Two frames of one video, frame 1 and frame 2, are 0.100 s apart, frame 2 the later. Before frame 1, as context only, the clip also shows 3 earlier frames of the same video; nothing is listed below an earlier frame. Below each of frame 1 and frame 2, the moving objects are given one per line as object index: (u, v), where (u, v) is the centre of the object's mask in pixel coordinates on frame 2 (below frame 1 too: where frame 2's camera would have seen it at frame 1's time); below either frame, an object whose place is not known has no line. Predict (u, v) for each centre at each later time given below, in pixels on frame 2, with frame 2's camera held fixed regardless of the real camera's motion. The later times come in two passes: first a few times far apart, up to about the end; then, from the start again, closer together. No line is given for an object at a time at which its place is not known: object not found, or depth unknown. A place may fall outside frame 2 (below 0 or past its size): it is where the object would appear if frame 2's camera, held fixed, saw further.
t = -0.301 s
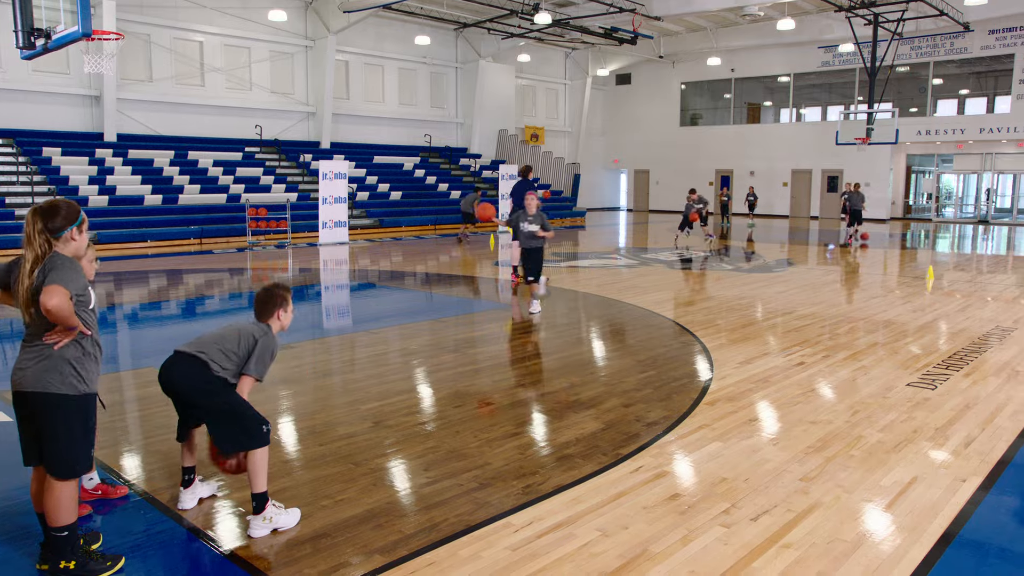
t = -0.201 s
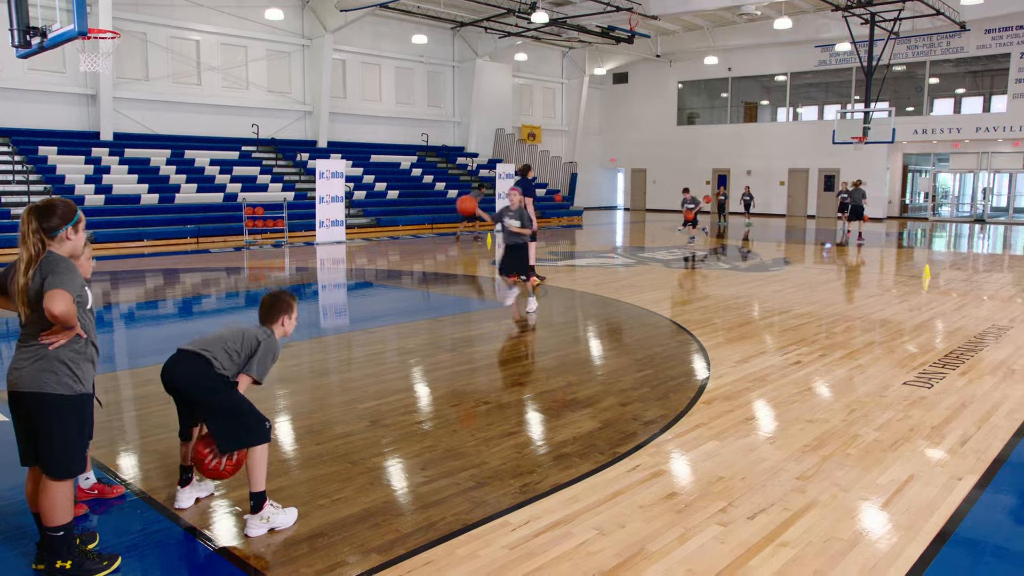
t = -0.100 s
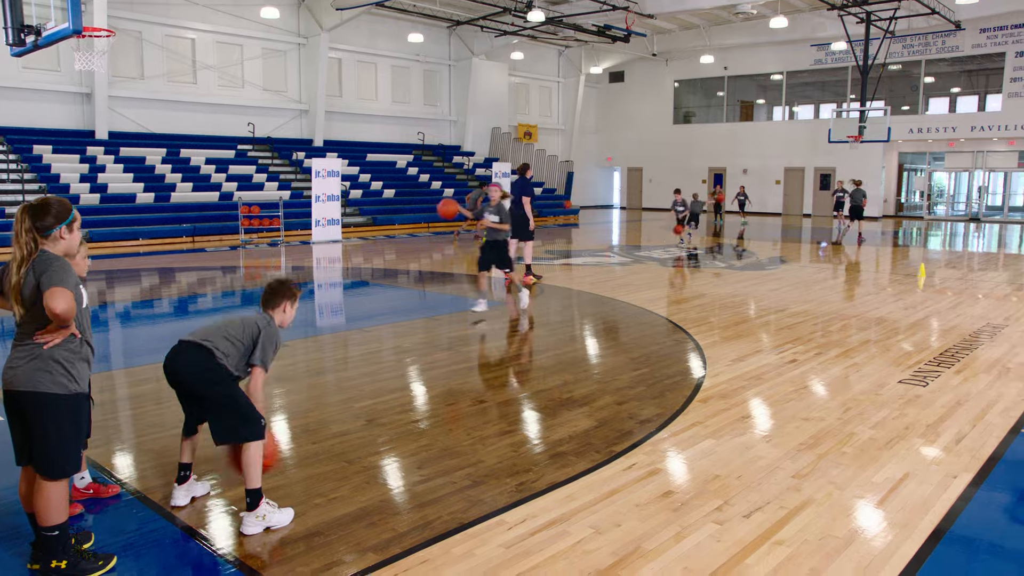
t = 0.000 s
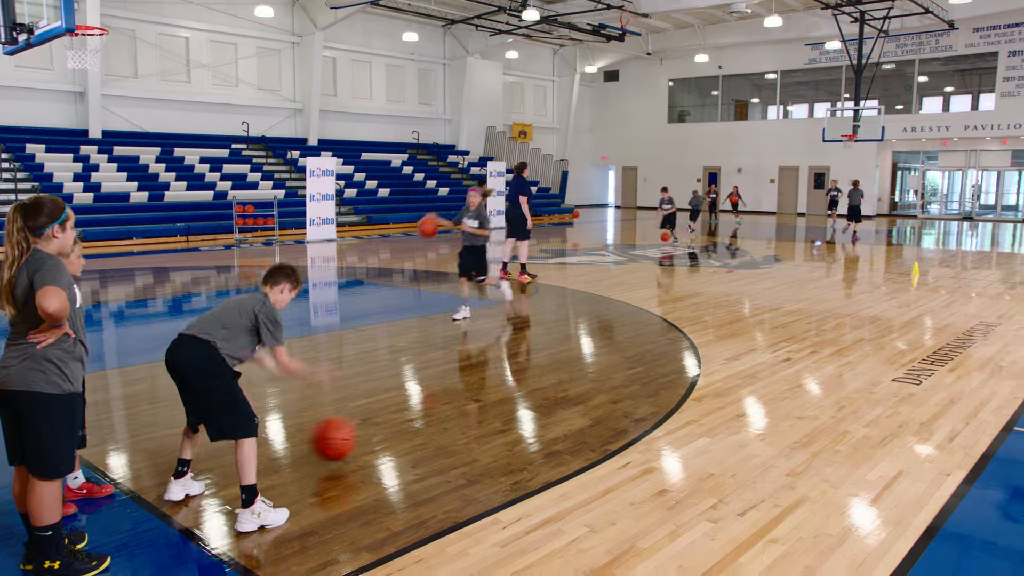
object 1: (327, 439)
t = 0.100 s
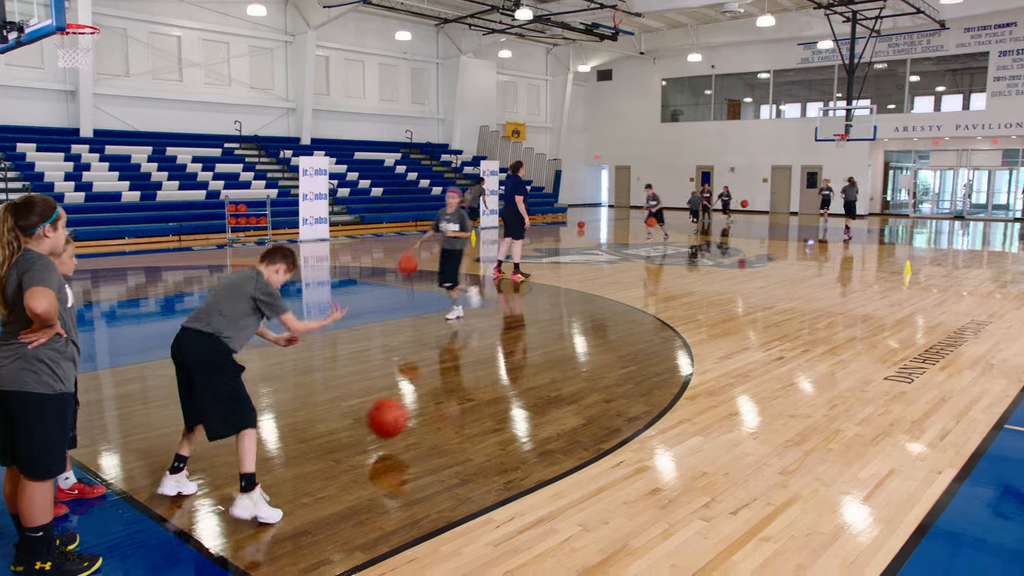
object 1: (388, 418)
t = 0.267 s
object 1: (462, 397)
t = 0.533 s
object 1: (557, 374)
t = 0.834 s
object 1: (637, 348)
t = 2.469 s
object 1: (866, 293)
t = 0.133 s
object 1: (403, 410)
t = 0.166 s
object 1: (420, 404)
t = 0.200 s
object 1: (434, 399)
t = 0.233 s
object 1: (448, 397)
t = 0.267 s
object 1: (462, 397)
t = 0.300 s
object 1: (475, 397)
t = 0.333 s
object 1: (488, 395)
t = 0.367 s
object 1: (501, 388)
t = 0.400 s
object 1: (513, 381)
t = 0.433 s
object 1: (525, 377)
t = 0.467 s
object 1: (536, 375)
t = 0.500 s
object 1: (546, 373)
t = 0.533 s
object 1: (557, 374)
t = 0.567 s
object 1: (567, 372)
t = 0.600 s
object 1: (576, 366)
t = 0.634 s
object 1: (586, 362)
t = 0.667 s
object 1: (596, 360)
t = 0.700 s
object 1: (604, 358)
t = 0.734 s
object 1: (613, 359)
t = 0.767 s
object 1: (621, 355)
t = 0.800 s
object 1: (629, 350)
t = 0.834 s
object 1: (637, 348)
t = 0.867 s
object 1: (644, 346)
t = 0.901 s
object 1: (652, 346)
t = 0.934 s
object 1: (659, 344)
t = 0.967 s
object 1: (666, 341)
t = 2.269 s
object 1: (845, 297)
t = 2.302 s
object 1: (849, 296)
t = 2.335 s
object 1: (852, 296)
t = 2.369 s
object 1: (856, 295)
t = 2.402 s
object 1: (859, 294)
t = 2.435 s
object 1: (862, 294)
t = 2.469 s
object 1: (866, 293)
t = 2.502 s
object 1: (869, 293)
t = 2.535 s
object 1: (872, 292)
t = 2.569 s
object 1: (876, 292)
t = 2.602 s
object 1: (879, 291)
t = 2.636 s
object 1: (882, 291)
